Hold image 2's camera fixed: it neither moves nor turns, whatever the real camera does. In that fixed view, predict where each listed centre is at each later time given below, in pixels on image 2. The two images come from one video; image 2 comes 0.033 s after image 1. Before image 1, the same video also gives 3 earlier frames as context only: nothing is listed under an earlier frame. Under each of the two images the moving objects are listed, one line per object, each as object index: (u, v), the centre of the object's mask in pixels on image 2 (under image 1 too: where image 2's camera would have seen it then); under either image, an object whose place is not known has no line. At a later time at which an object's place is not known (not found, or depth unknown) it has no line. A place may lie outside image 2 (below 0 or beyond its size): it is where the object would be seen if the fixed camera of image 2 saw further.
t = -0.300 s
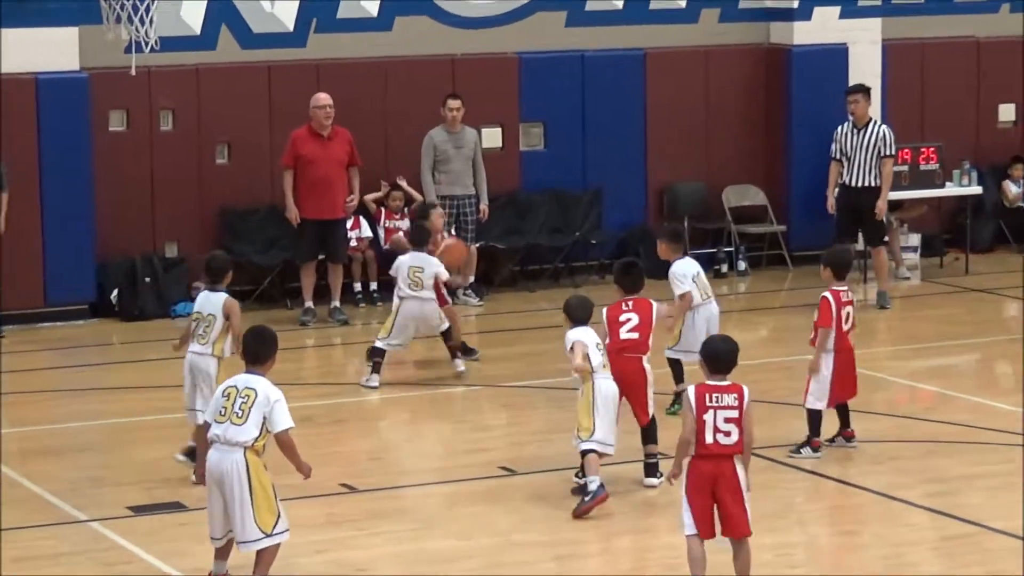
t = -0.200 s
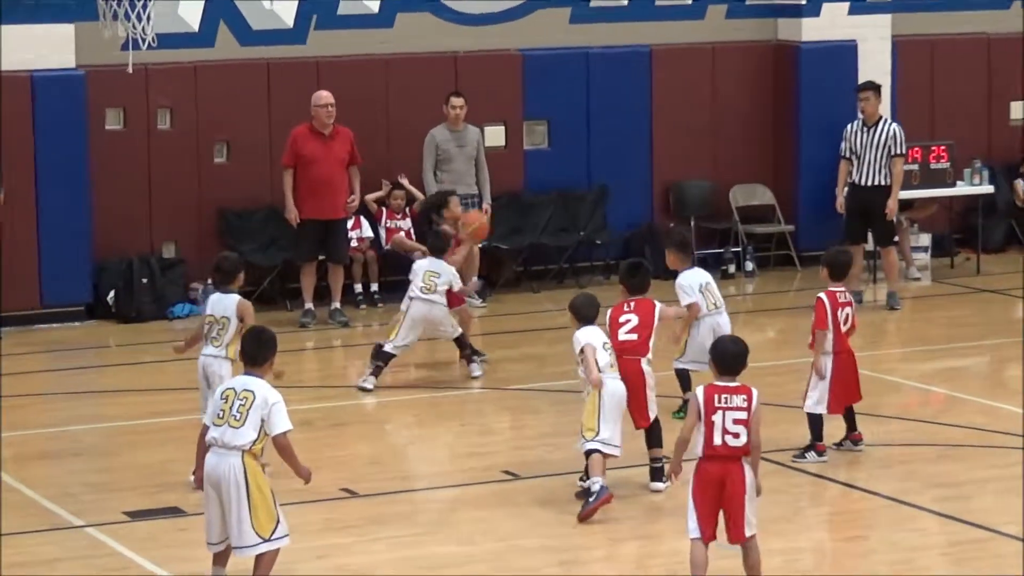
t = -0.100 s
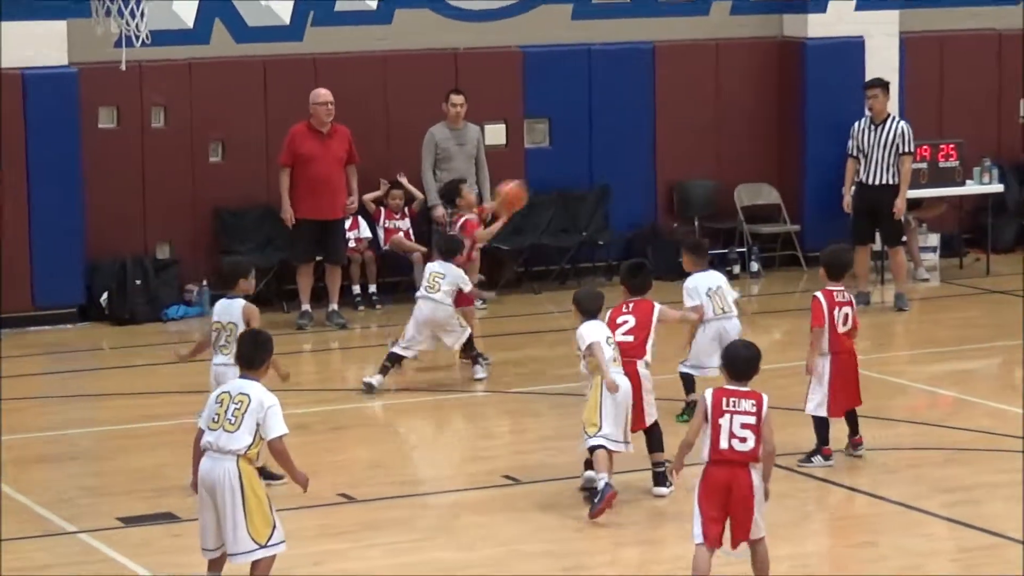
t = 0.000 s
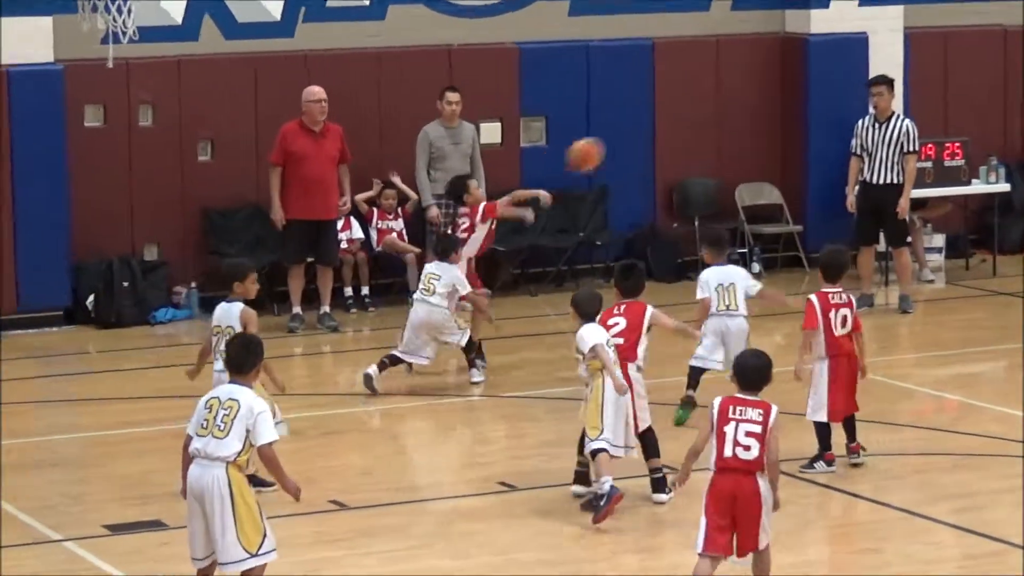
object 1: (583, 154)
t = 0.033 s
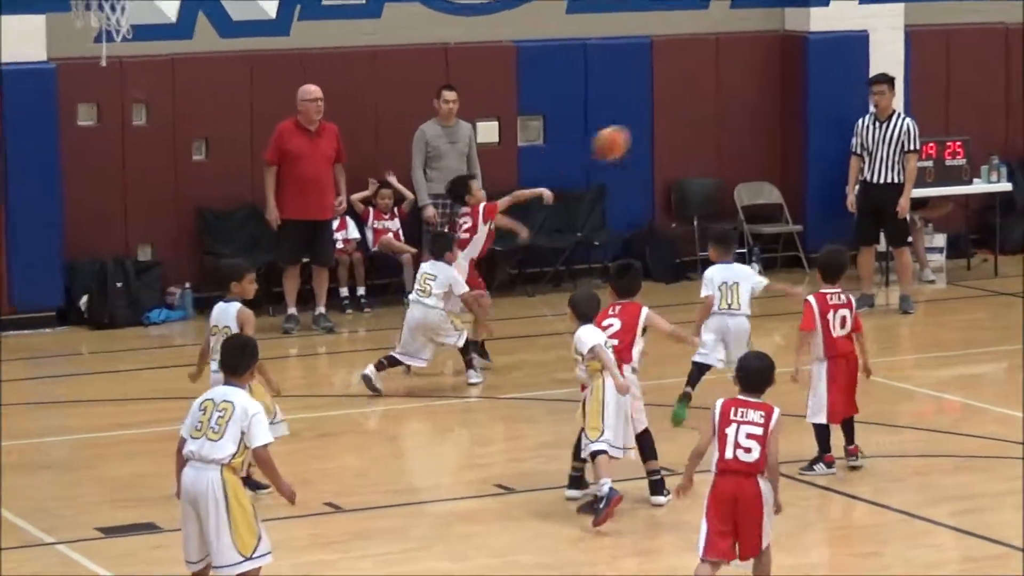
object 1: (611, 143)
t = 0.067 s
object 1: (640, 134)
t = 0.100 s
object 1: (670, 127)
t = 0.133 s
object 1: (699, 120)
